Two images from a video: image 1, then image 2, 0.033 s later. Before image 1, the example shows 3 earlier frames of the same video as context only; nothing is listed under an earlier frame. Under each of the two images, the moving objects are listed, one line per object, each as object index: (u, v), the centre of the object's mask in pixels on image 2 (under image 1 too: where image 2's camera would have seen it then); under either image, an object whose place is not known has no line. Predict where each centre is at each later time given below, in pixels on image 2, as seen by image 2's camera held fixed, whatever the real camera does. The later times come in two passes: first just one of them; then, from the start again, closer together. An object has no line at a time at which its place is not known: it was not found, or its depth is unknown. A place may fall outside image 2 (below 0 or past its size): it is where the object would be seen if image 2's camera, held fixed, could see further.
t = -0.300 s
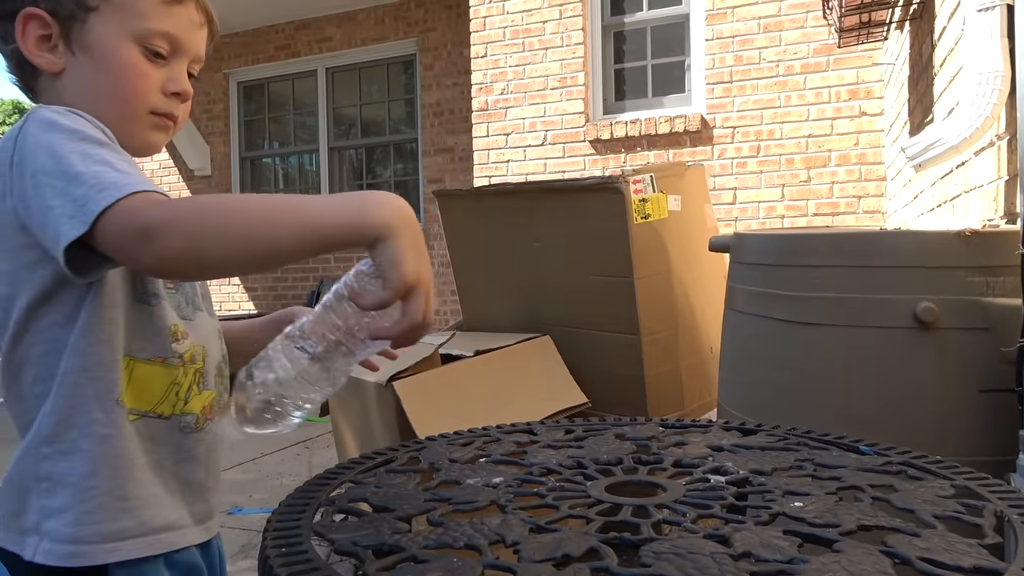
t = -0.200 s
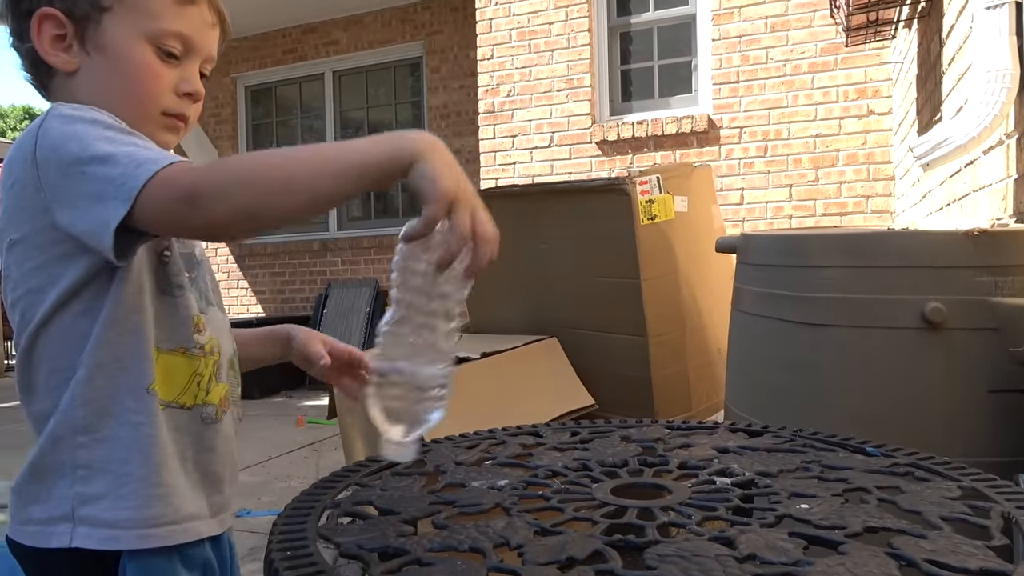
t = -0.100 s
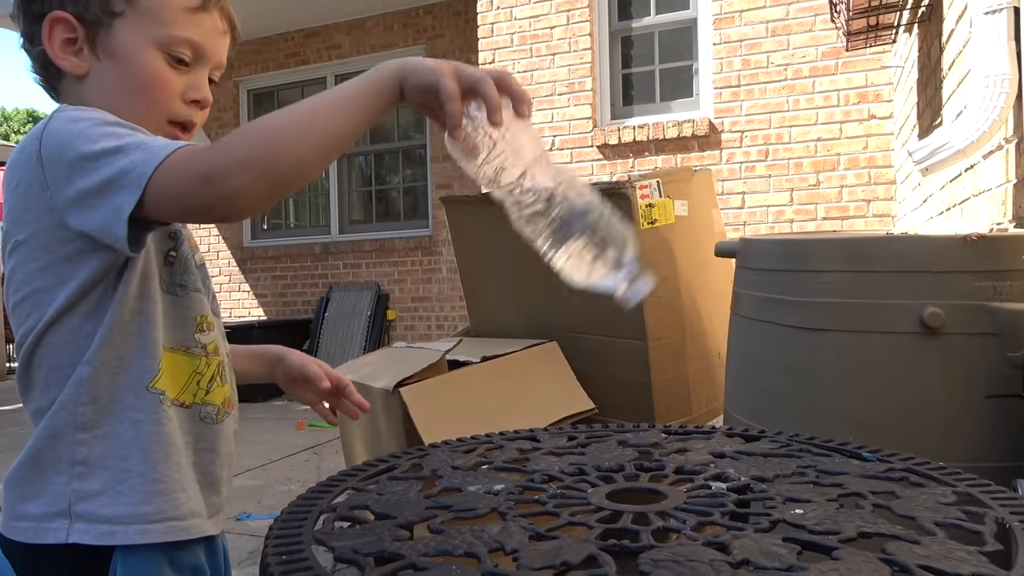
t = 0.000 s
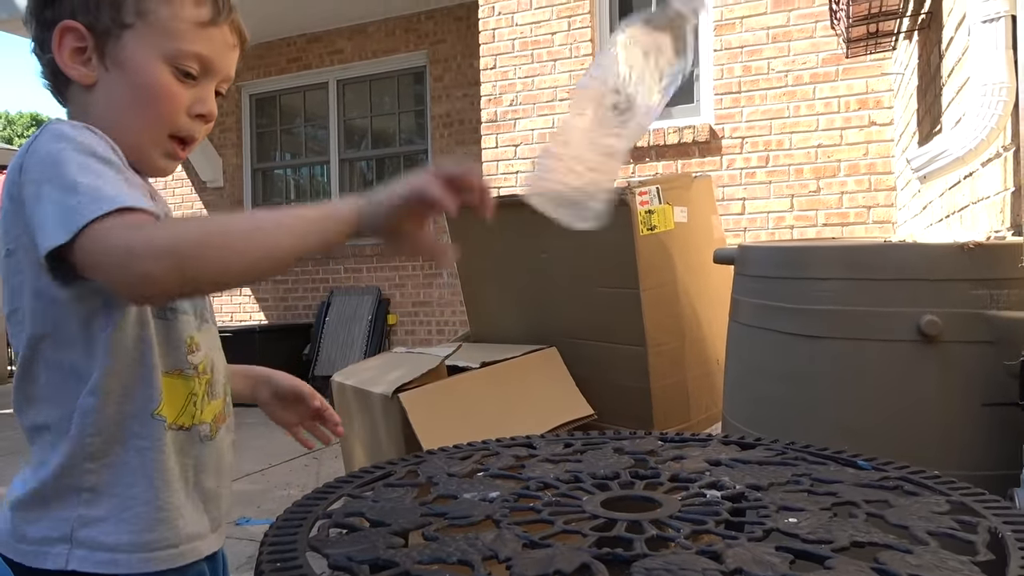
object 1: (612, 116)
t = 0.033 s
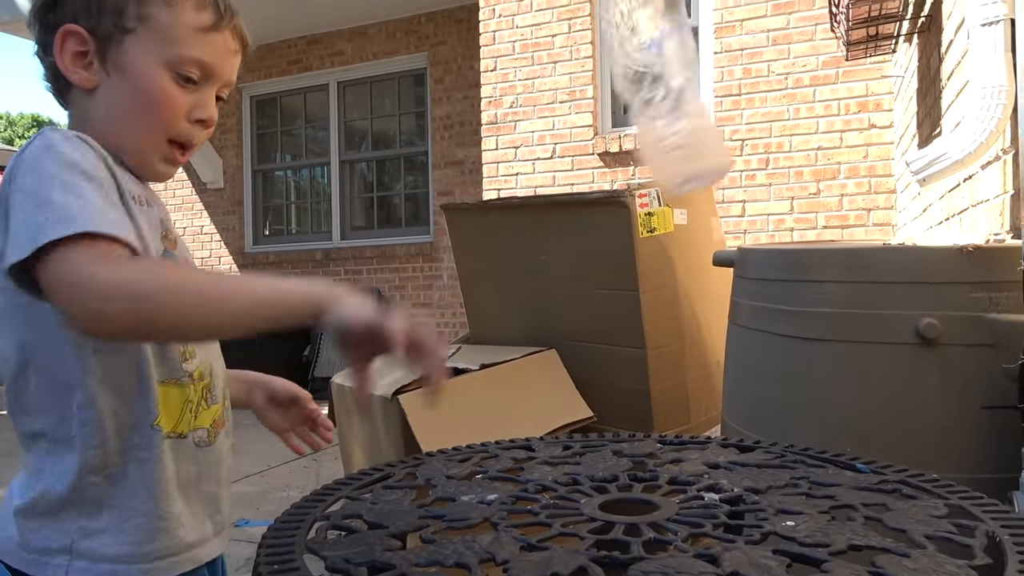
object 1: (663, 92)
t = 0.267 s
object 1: (680, 111)
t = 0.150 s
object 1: (627, 17)
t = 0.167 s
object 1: (631, 23)
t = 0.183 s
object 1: (639, 30)
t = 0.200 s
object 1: (650, 40)
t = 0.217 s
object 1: (659, 52)
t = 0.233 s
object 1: (670, 67)
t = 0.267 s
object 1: (680, 111)
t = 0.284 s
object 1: (678, 148)
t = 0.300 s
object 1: (677, 190)
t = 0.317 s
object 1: (678, 236)
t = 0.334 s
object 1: (679, 285)
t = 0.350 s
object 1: (681, 339)
